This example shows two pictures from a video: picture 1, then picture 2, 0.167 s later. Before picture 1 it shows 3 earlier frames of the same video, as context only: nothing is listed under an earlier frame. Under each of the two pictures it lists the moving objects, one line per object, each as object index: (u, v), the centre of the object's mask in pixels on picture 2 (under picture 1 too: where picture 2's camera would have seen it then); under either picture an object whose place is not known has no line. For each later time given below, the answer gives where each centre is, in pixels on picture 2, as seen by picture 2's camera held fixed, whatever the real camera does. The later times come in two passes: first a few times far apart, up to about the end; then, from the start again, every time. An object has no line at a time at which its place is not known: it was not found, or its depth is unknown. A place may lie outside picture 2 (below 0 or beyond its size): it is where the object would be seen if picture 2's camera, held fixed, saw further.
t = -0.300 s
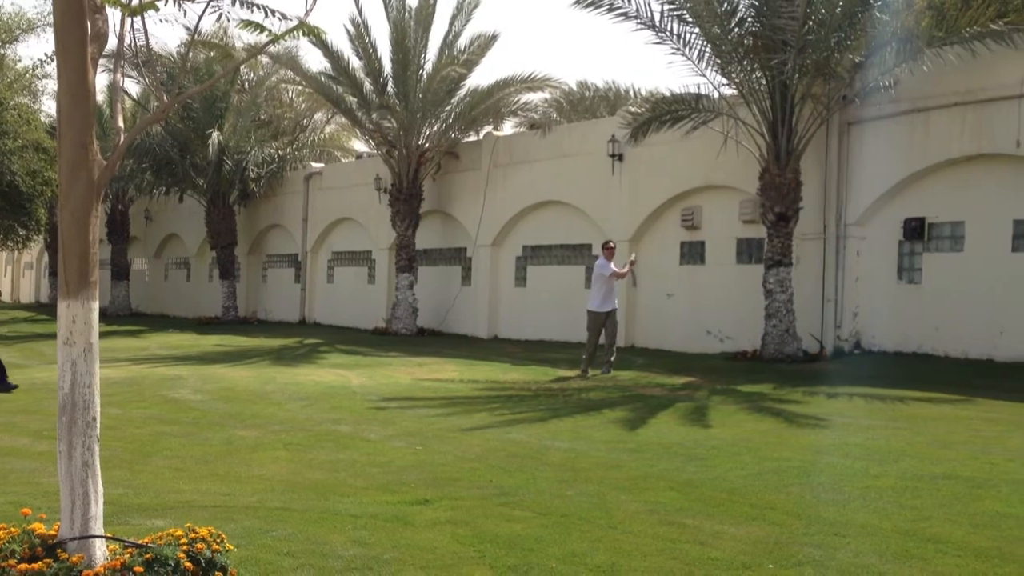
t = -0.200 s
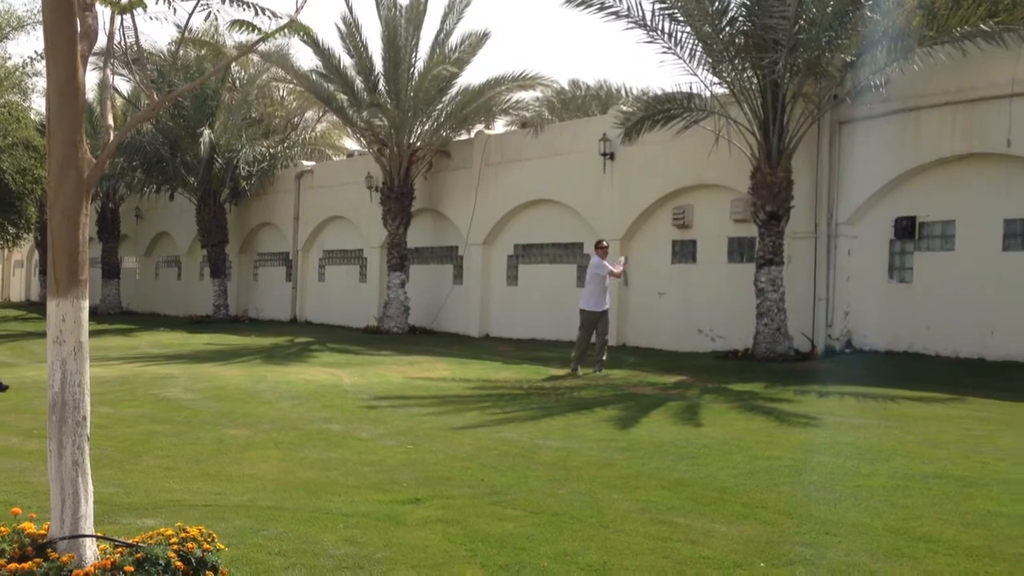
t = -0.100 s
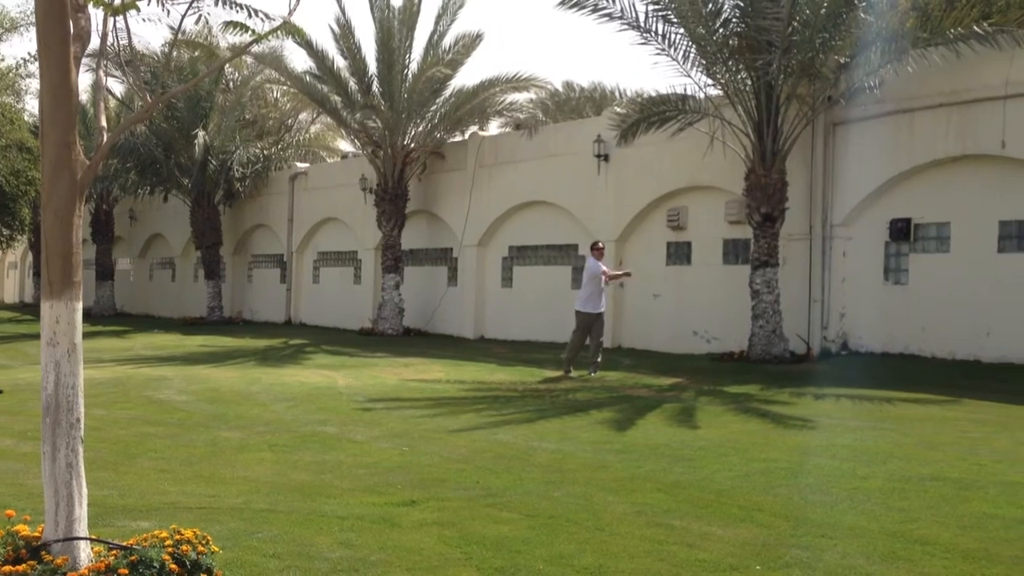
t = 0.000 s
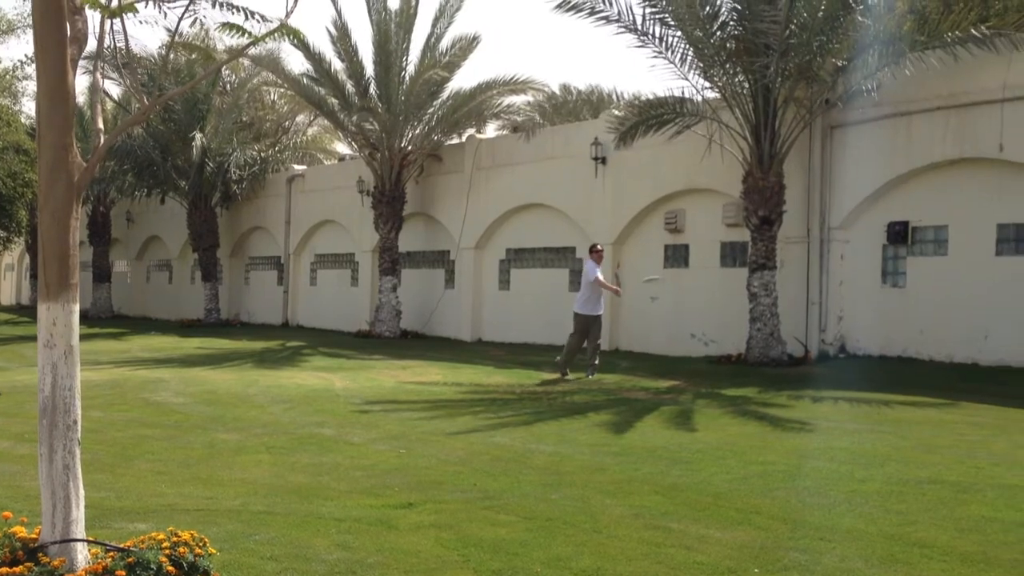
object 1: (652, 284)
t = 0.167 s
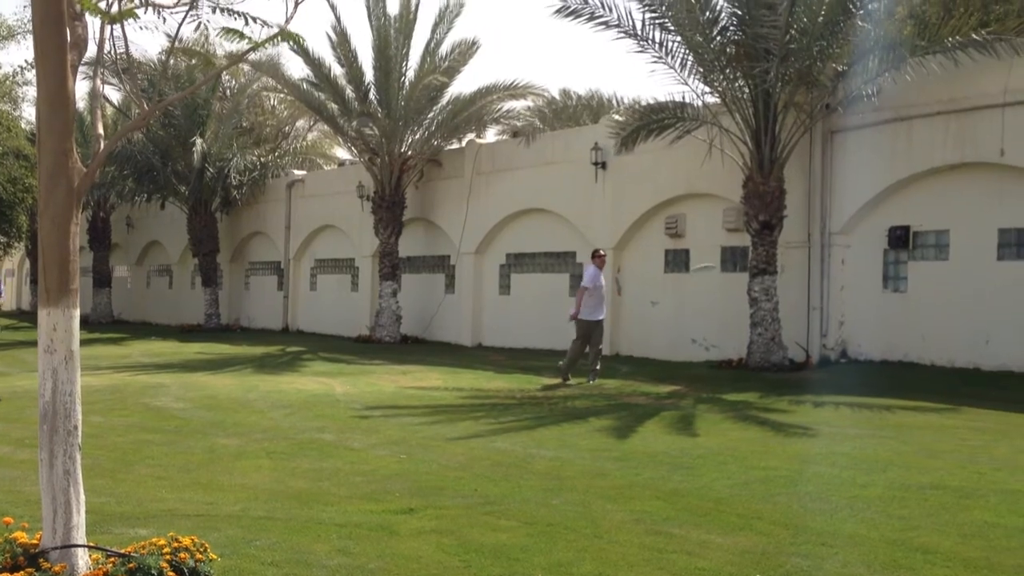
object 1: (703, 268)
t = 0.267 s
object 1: (736, 258)
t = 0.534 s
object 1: (830, 232)
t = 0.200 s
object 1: (715, 264)
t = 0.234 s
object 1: (727, 261)
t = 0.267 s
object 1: (736, 258)
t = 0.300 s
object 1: (746, 255)
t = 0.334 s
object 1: (758, 252)
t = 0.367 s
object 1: (770, 249)
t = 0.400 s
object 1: (781, 246)
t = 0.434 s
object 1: (793, 243)
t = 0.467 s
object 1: (805, 240)
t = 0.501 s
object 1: (818, 236)
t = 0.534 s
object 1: (830, 232)
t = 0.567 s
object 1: (842, 228)
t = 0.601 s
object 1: (855, 224)
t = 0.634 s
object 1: (868, 220)
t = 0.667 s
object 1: (880, 217)
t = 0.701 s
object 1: (893, 213)
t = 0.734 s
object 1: (907, 210)
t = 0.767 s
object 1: (921, 206)
